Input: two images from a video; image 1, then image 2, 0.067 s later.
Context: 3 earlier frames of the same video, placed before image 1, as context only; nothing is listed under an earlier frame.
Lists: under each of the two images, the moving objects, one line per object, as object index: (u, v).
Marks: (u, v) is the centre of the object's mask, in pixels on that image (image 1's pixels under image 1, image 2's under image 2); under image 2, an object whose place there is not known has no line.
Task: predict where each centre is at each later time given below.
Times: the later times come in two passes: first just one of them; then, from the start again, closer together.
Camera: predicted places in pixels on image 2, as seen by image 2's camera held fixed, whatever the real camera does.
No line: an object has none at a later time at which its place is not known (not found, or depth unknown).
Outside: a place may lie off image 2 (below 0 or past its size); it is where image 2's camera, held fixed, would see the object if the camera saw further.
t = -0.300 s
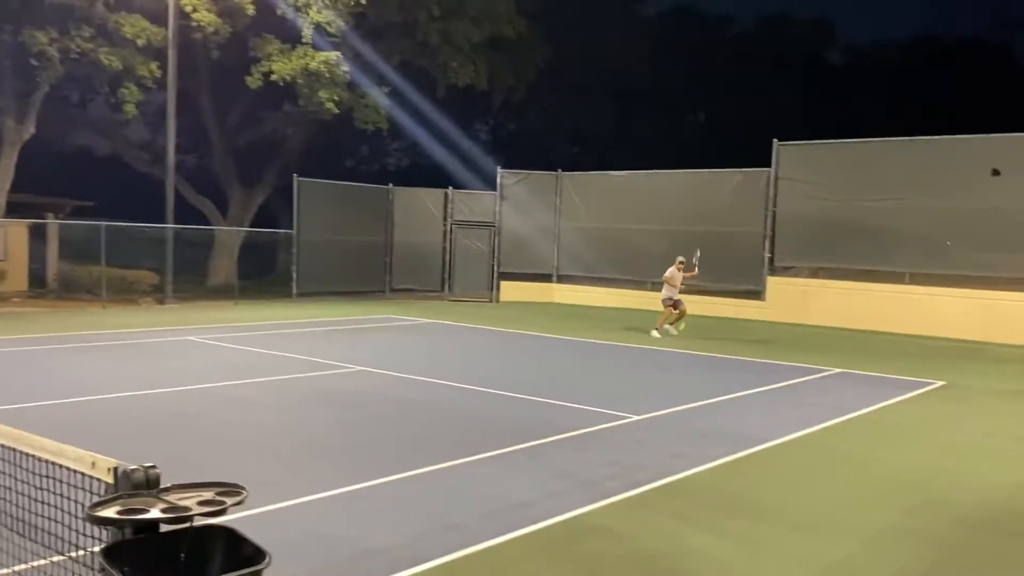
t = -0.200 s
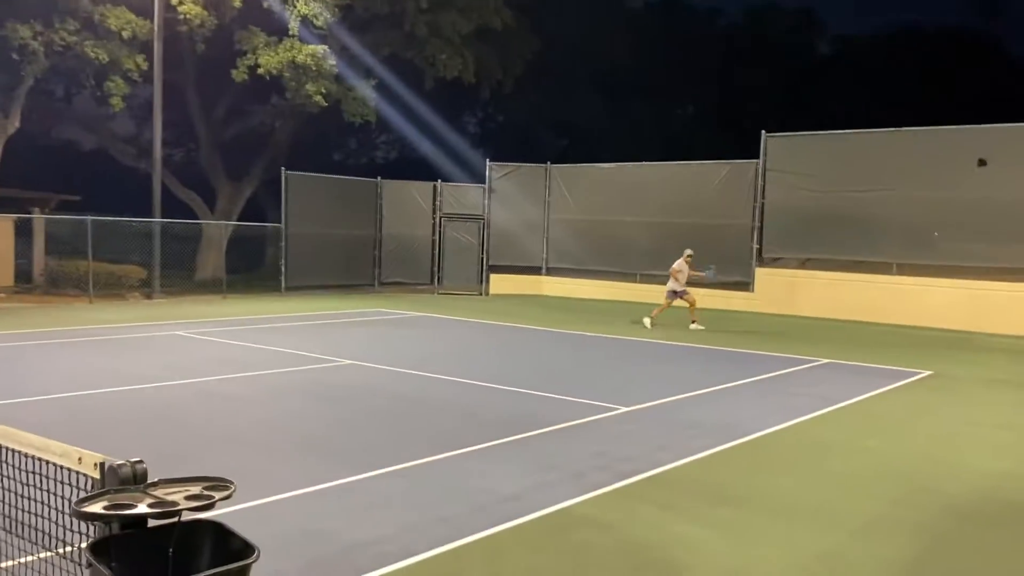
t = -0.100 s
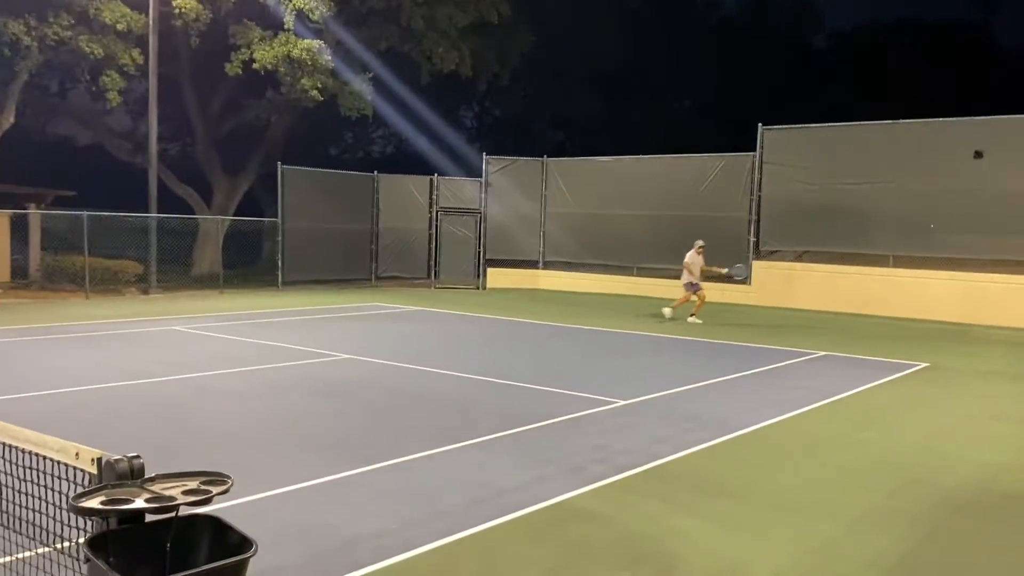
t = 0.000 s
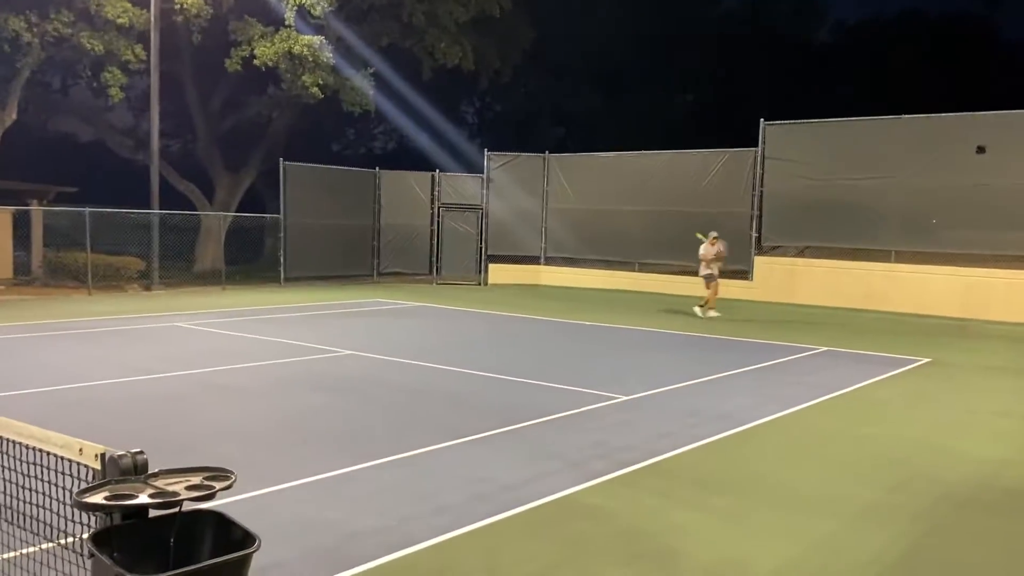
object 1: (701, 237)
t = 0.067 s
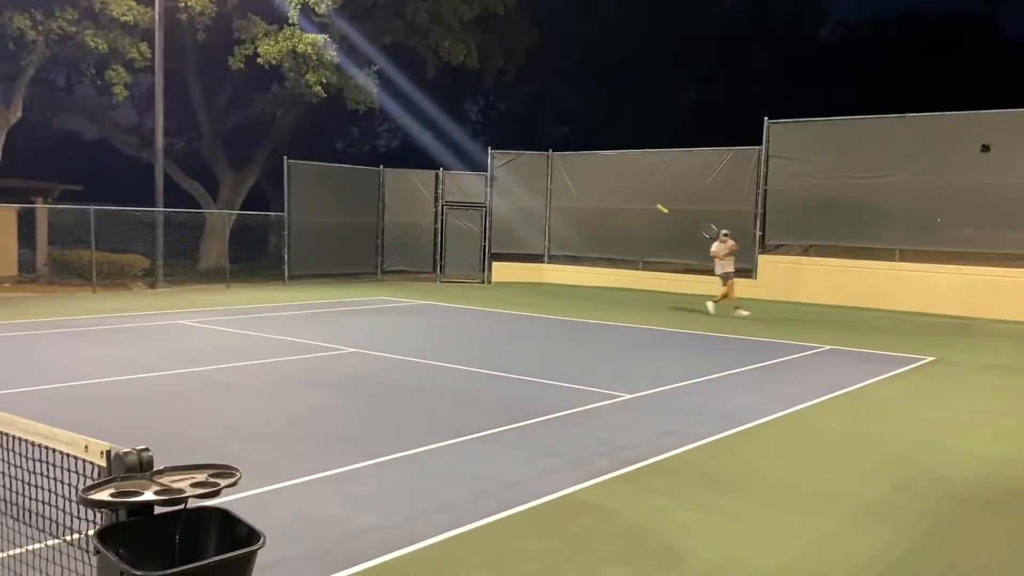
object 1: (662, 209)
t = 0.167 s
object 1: (588, 167)
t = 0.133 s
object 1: (613, 181)
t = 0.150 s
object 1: (601, 174)
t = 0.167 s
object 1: (588, 167)
